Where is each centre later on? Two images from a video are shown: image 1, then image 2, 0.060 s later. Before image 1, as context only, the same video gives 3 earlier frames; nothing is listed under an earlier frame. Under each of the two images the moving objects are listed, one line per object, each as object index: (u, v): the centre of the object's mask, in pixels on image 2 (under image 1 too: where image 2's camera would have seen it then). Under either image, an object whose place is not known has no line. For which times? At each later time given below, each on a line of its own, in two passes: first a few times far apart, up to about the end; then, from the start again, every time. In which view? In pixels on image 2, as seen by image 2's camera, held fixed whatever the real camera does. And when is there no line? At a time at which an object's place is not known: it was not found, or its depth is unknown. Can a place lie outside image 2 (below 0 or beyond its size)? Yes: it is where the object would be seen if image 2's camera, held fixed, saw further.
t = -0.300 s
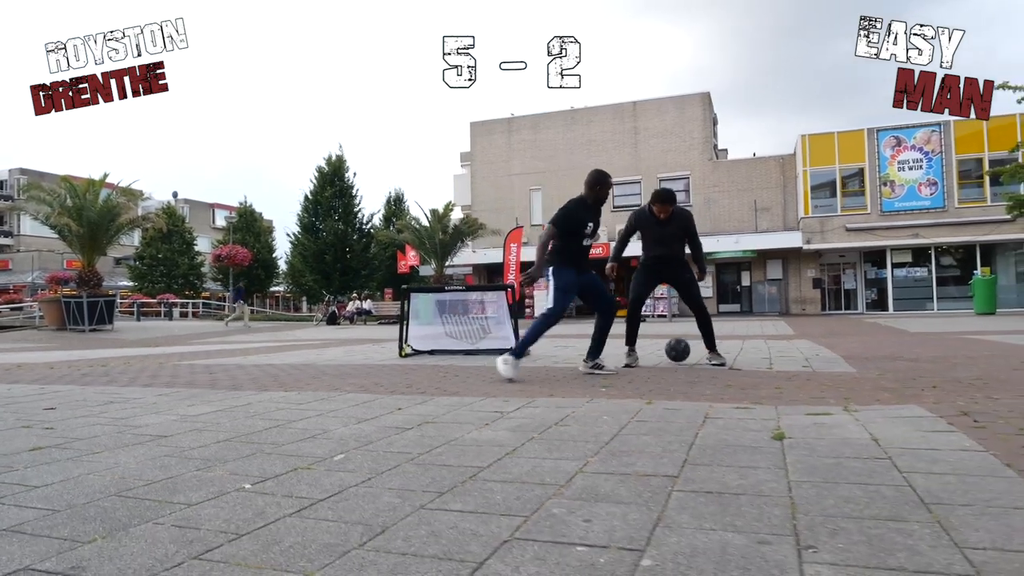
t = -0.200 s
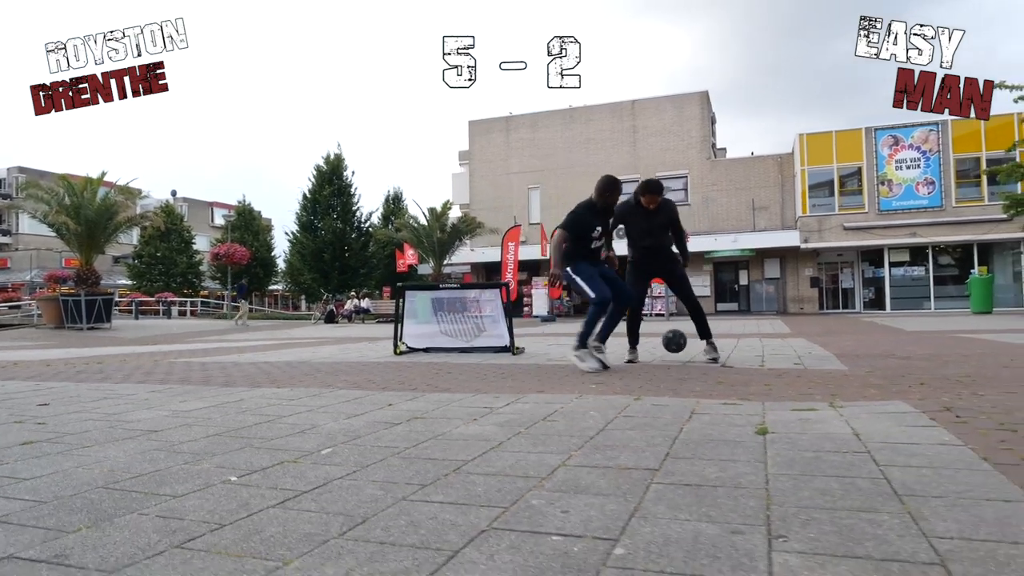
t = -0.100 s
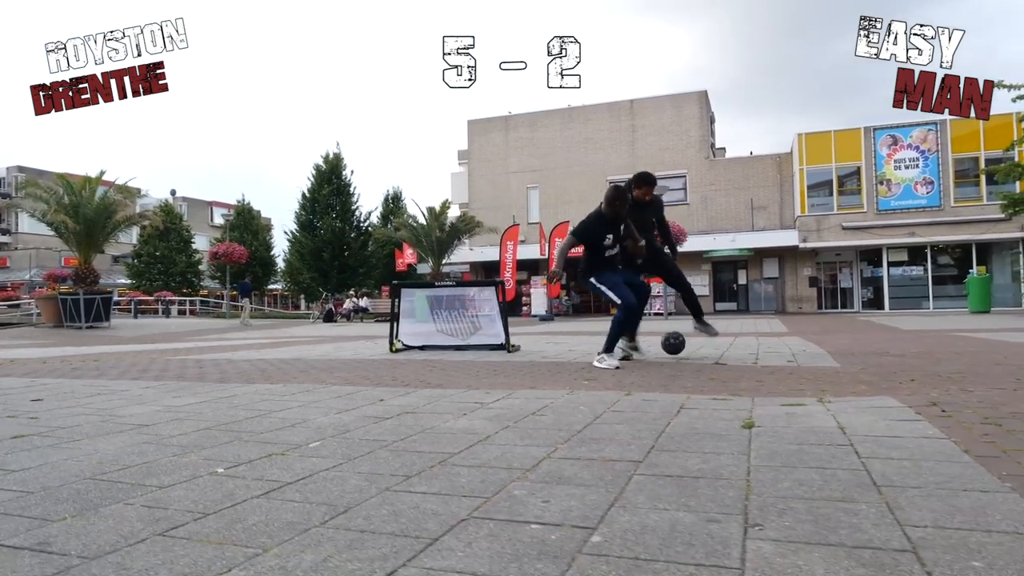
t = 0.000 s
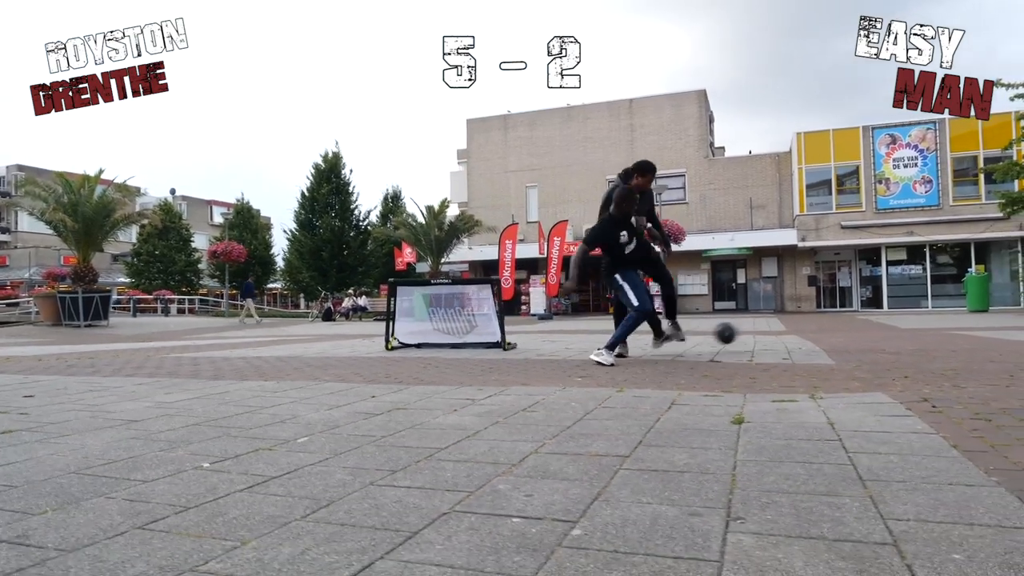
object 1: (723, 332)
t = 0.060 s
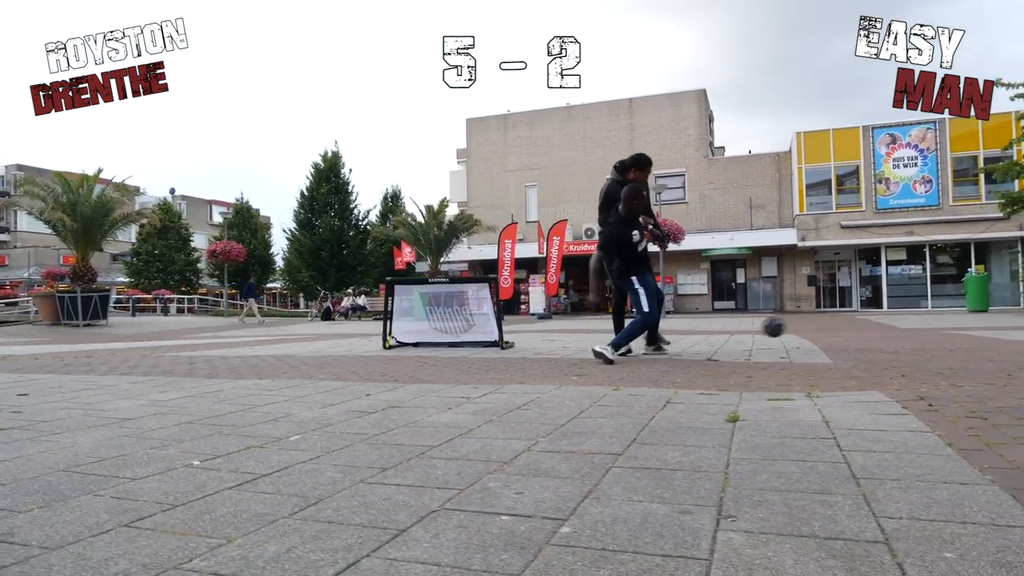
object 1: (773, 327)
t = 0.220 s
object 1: (887, 332)
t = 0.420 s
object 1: (981, 324)
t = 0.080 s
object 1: (789, 327)
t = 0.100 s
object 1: (804, 326)
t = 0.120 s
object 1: (819, 326)
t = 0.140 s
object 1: (833, 327)
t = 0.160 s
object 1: (847, 328)
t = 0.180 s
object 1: (861, 329)
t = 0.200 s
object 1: (874, 330)
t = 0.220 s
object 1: (887, 332)
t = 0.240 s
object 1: (899, 332)
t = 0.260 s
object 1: (908, 329)
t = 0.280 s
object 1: (918, 327)
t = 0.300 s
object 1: (927, 325)
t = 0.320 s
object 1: (936, 324)
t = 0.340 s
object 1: (946, 324)
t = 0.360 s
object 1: (954, 323)
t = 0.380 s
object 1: (964, 323)
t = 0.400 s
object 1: (972, 324)
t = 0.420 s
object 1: (981, 324)
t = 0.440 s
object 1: (989, 325)
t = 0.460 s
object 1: (998, 327)
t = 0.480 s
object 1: (1005, 327)
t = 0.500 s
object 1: (1010, 325)
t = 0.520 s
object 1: (1012, 323)
